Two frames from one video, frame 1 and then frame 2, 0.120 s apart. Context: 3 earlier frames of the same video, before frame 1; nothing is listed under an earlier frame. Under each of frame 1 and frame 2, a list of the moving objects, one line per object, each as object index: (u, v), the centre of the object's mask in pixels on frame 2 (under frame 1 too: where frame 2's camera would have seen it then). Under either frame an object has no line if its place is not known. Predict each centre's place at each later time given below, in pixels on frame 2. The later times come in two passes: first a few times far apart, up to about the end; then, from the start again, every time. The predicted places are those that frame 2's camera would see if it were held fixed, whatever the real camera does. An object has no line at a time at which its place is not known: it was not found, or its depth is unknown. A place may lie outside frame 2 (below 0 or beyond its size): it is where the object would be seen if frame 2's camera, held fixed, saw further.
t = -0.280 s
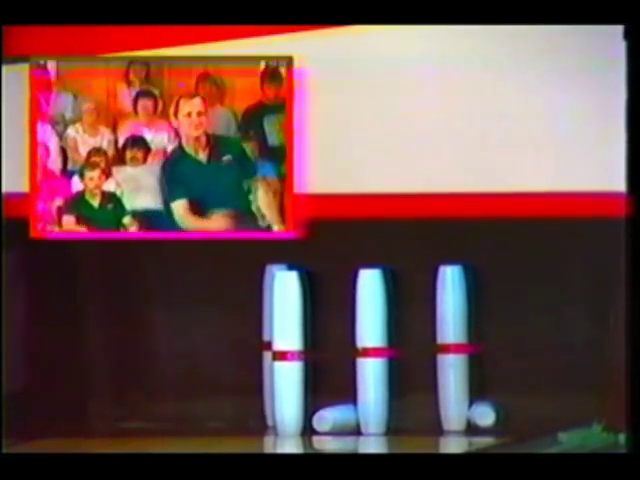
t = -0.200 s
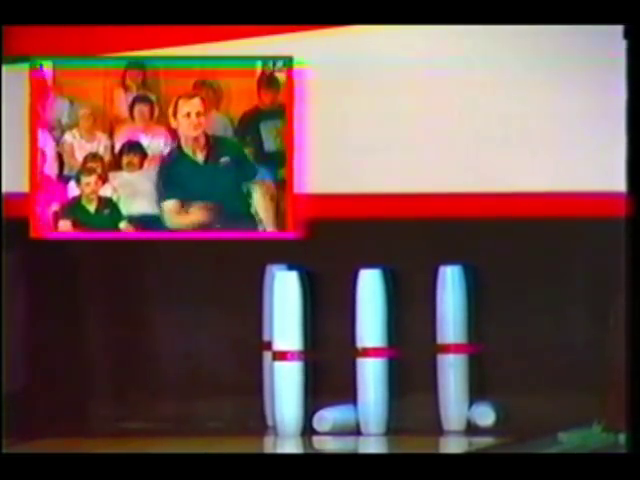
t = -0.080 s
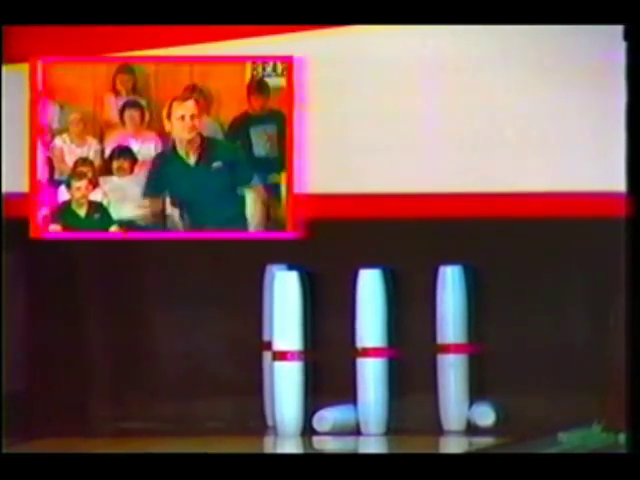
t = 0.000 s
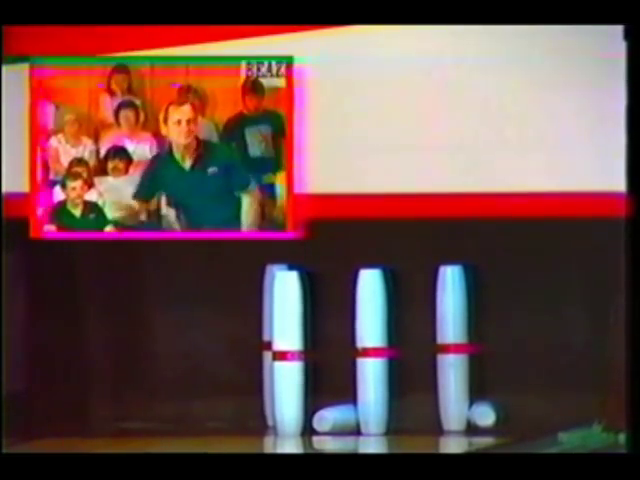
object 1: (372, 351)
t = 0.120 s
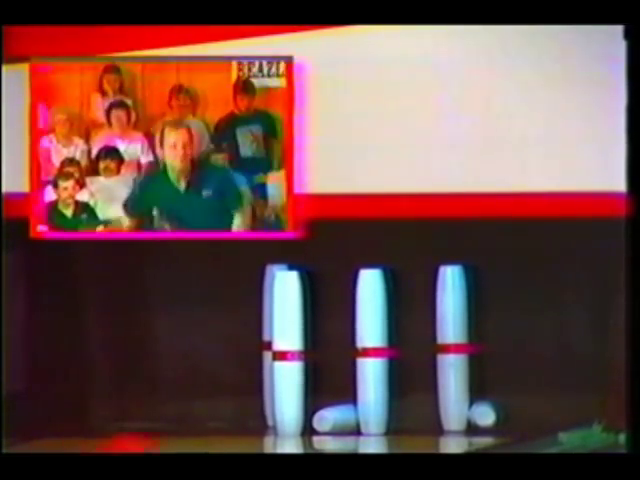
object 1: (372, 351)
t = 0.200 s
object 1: (372, 351)
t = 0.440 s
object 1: (379, 350)
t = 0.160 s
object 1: (372, 351)
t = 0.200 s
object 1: (372, 351)
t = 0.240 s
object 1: (372, 351)
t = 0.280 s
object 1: (372, 351)
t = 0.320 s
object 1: (372, 351)
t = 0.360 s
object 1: (372, 351)
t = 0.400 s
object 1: (375, 349)
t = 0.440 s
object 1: (379, 350)
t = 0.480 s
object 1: (384, 354)
